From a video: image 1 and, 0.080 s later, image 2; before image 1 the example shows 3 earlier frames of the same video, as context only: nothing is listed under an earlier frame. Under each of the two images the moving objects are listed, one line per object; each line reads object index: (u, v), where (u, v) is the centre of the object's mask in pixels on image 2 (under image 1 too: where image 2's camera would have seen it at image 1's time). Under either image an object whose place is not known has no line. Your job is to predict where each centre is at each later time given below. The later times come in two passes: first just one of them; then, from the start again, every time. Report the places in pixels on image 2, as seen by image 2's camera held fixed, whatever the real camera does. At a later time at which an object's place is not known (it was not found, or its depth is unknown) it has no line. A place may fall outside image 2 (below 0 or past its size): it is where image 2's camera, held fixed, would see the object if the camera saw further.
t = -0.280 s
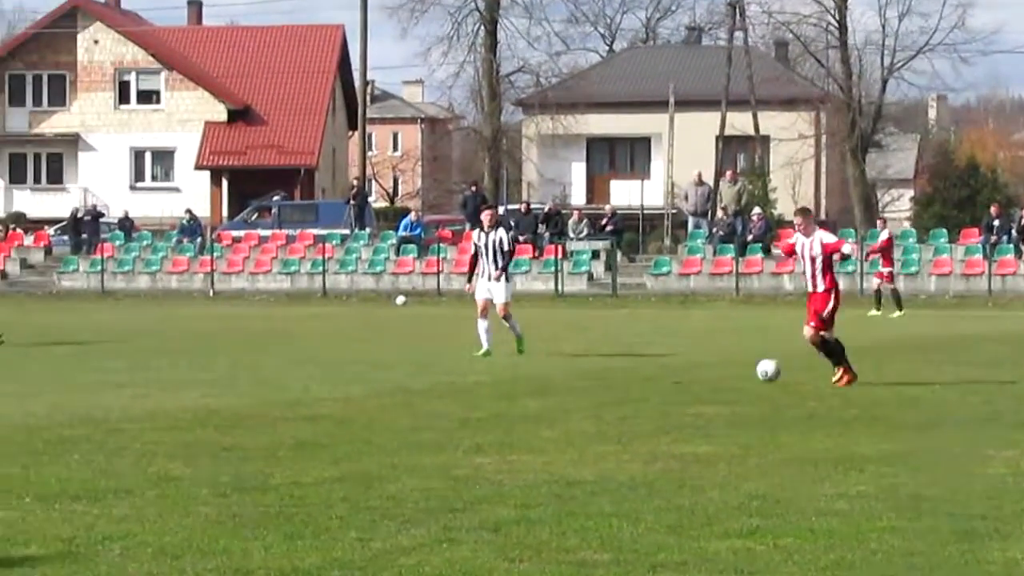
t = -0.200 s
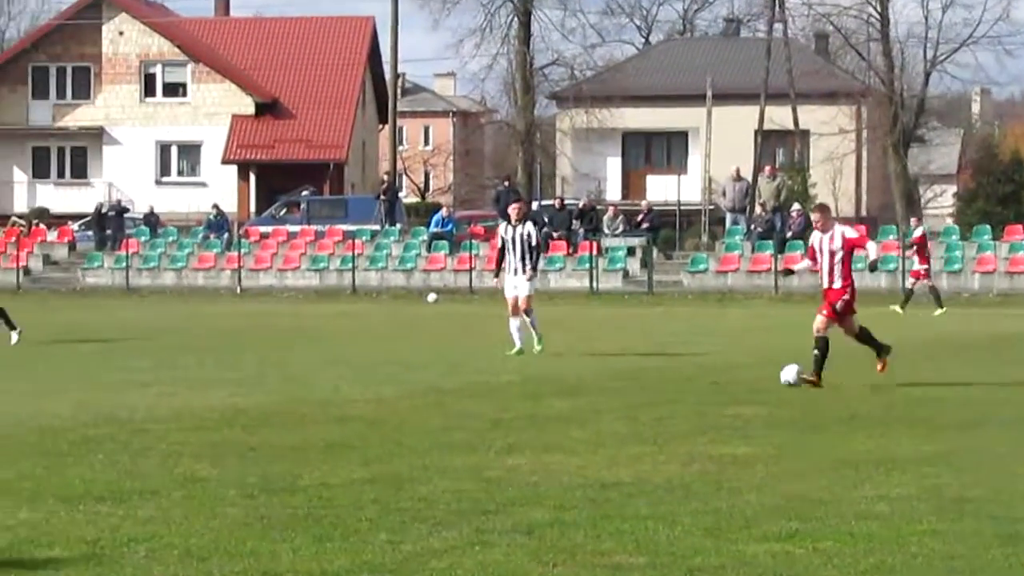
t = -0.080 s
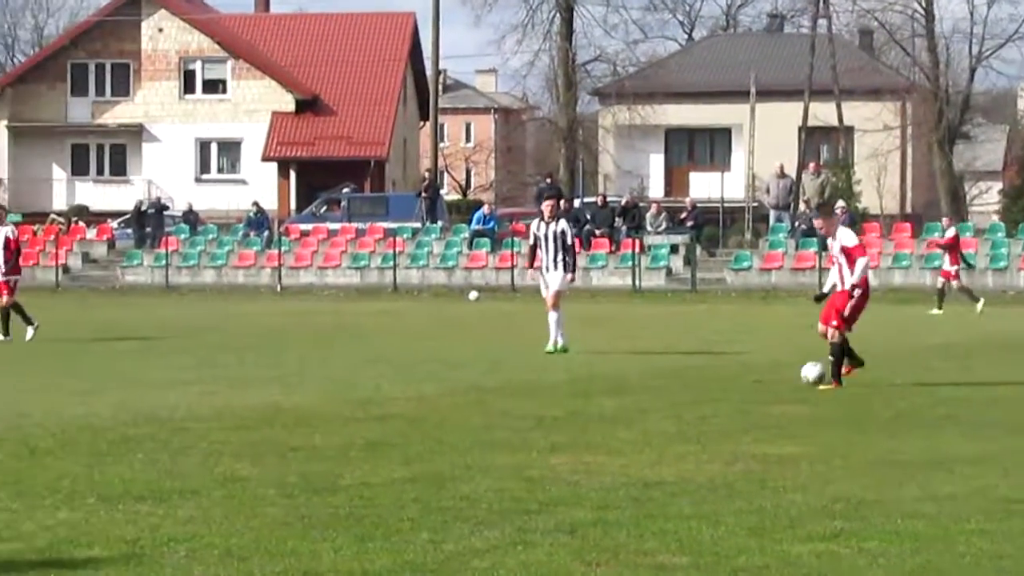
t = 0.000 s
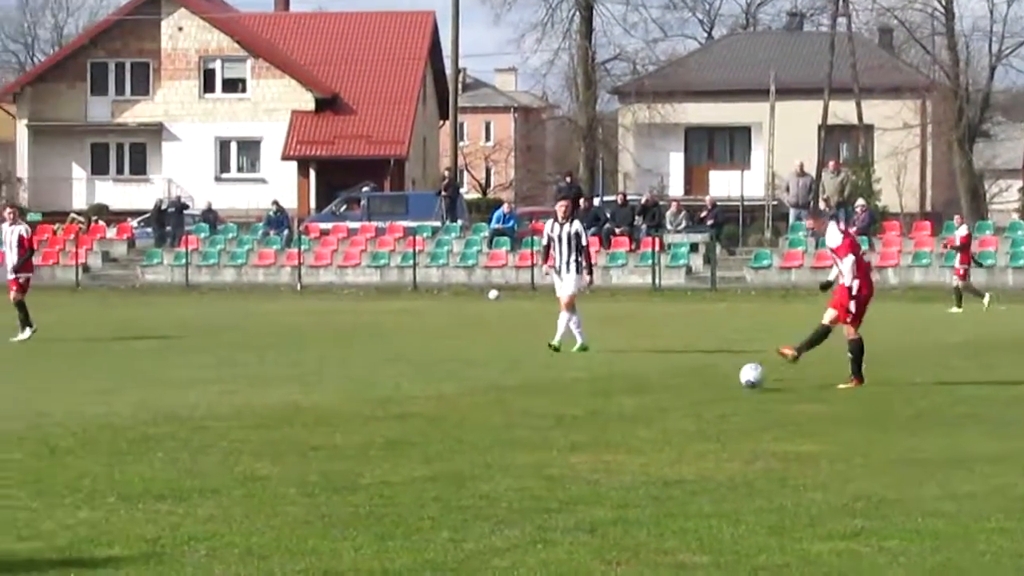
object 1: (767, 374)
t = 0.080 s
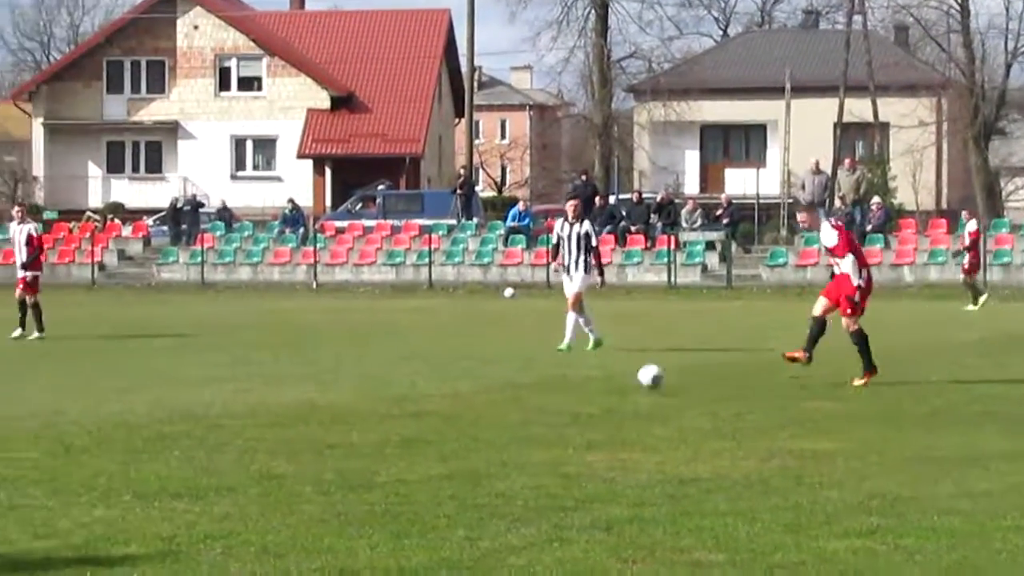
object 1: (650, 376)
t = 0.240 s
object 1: (418, 388)
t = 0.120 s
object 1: (590, 381)
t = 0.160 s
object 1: (531, 390)
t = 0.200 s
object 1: (473, 390)
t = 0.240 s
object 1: (418, 388)
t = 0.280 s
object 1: (360, 388)
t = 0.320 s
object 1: (302, 392)
